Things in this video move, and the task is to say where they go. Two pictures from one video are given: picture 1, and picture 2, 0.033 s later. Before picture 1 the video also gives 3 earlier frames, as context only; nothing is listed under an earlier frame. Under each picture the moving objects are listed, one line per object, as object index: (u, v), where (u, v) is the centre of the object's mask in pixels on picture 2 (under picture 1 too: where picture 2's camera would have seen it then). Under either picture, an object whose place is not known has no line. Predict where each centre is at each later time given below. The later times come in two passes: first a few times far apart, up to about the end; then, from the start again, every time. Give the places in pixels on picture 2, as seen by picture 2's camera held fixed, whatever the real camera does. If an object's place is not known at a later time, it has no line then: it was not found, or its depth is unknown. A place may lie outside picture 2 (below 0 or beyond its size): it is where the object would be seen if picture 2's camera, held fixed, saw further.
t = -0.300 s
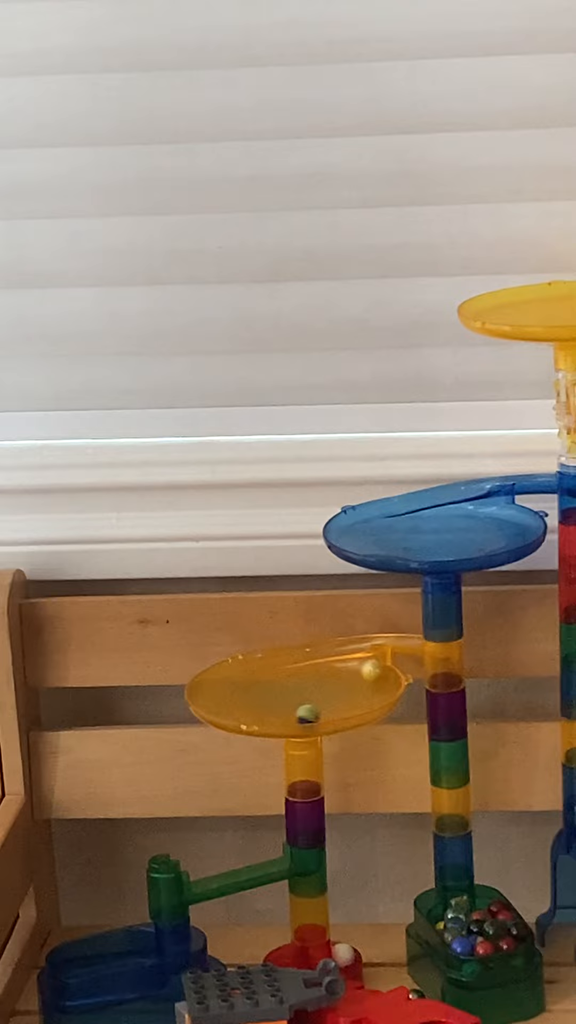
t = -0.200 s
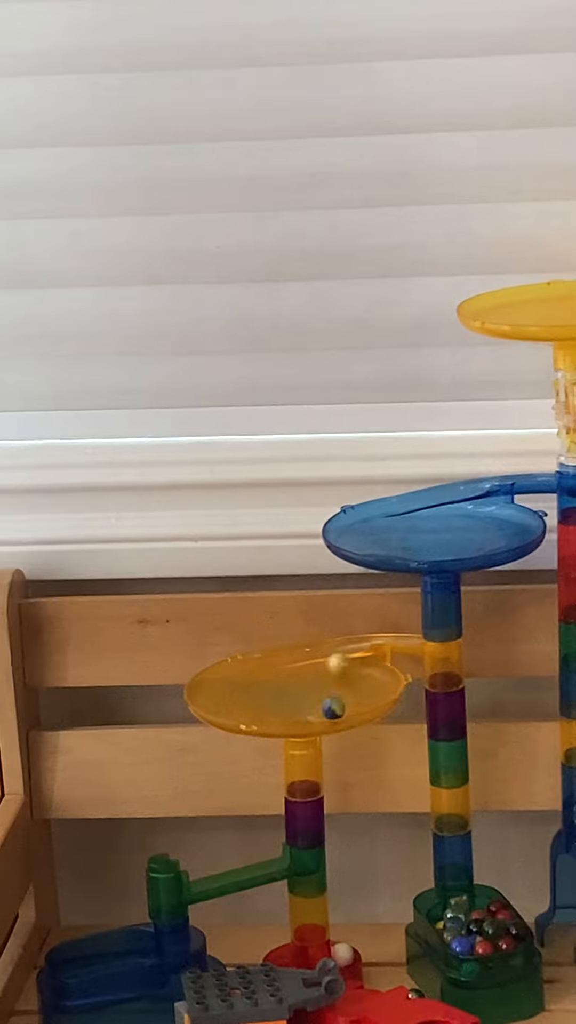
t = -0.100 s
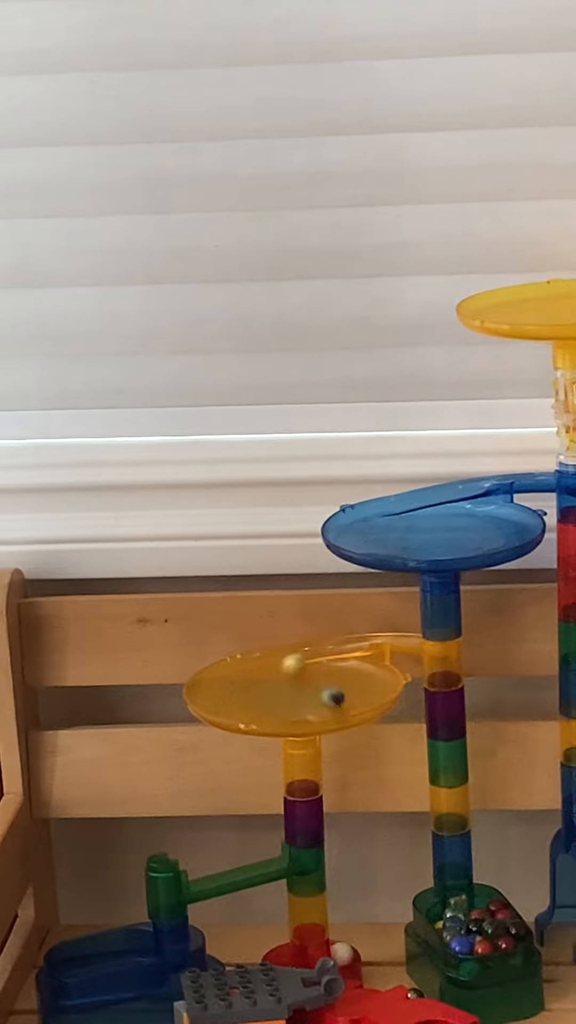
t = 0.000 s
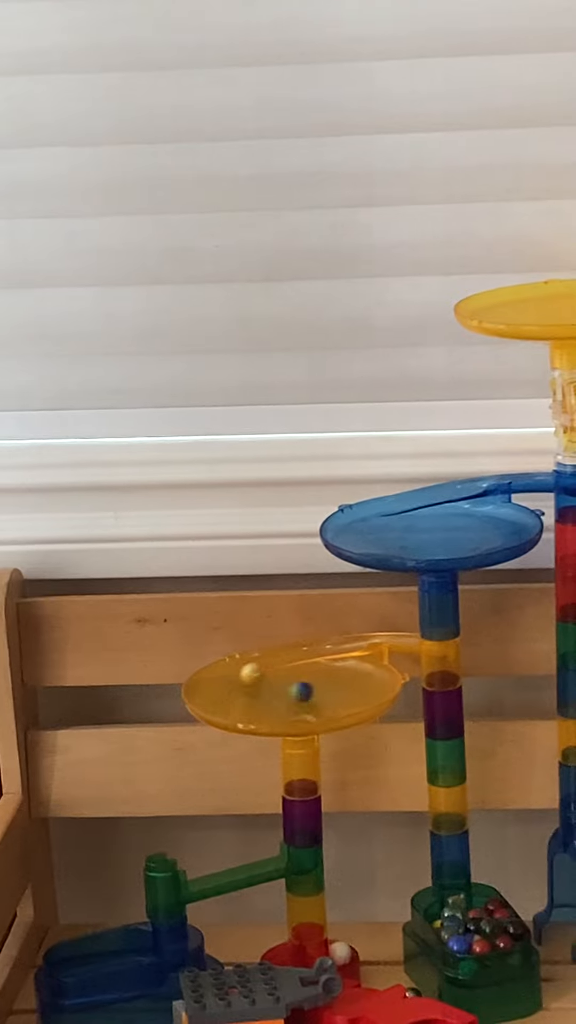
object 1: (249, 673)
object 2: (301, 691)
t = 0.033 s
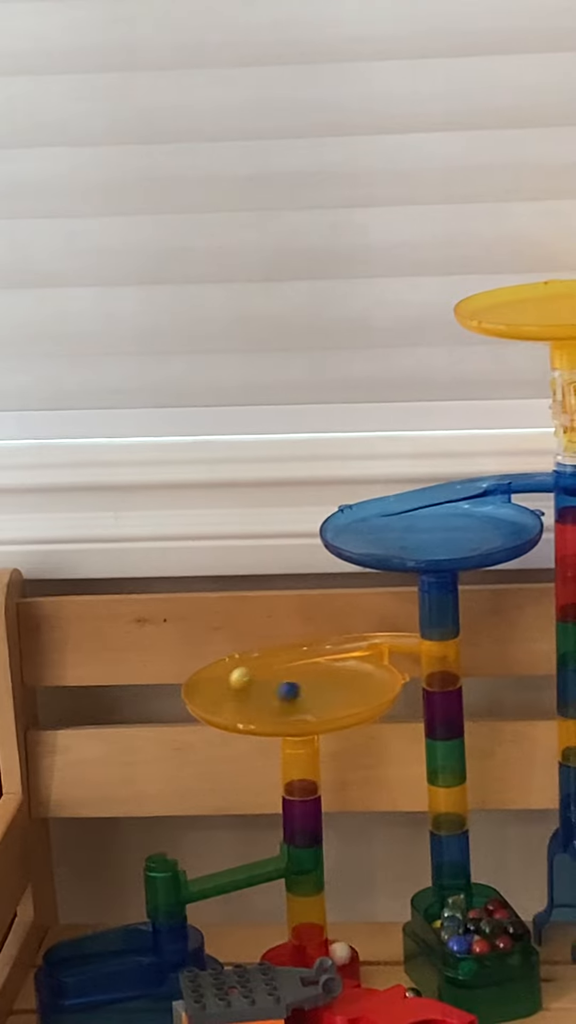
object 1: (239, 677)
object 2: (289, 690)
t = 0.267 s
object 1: (234, 709)
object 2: (274, 712)
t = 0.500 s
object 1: (321, 713)
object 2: (333, 697)
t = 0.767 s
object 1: (372, 685)
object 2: (267, 704)
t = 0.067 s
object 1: (230, 682)
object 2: (276, 693)
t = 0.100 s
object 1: (224, 687)
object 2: (268, 695)
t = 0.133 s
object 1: (220, 693)
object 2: (261, 699)
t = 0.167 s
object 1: (219, 697)
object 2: (259, 703)
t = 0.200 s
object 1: (222, 702)
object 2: (261, 707)
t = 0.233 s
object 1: (227, 706)
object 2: (266, 710)
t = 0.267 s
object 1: (234, 709)
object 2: (274, 712)
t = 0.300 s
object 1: (243, 712)
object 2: (285, 713)
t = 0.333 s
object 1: (254, 714)
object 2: (297, 714)
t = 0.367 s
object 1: (266, 715)
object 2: (310, 712)
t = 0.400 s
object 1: (280, 716)
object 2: (320, 709)
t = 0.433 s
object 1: (294, 716)
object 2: (329, 706)
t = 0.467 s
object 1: (308, 715)
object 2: (333, 702)
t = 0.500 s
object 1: (321, 713)
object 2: (333, 697)
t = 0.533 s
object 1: (334, 711)
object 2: (330, 693)
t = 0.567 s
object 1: (345, 708)
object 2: (323, 692)
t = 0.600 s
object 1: (355, 705)
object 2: (315, 691)
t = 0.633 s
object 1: (363, 701)
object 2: (304, 691)
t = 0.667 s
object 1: (370, 698)
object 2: (291, 693)
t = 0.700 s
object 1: (373, 694)
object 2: (282, 696)
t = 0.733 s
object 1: (373, 689)
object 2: (272, 700)
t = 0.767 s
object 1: (372, 685)
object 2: (267, 704)
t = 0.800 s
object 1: (367, 681)
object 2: (267, 709)
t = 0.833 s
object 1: (361, 677)
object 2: (270, 712)
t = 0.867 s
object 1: (350, 674)
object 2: (276, 713)
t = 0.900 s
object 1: (338, 672)
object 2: (285, 714)
